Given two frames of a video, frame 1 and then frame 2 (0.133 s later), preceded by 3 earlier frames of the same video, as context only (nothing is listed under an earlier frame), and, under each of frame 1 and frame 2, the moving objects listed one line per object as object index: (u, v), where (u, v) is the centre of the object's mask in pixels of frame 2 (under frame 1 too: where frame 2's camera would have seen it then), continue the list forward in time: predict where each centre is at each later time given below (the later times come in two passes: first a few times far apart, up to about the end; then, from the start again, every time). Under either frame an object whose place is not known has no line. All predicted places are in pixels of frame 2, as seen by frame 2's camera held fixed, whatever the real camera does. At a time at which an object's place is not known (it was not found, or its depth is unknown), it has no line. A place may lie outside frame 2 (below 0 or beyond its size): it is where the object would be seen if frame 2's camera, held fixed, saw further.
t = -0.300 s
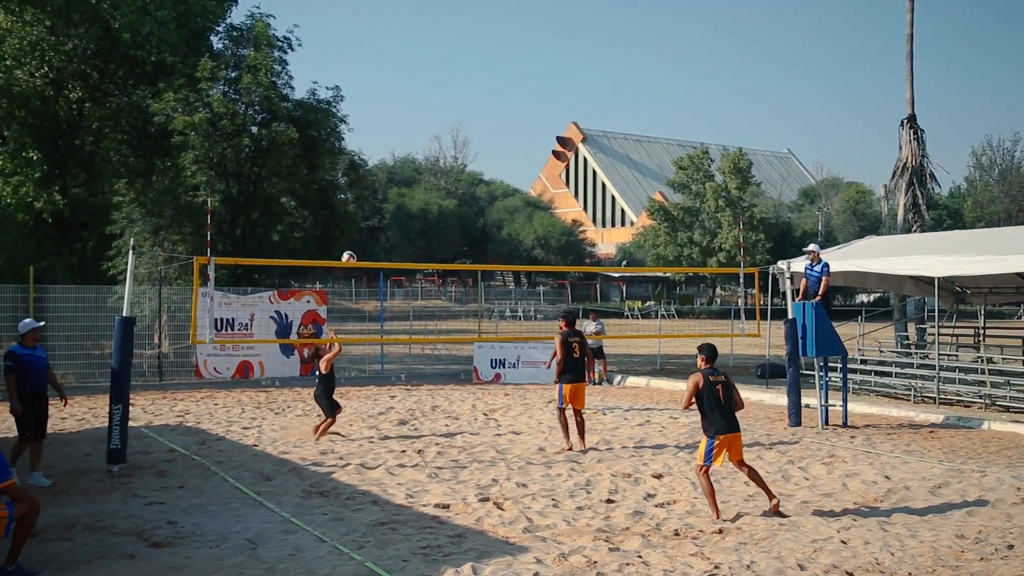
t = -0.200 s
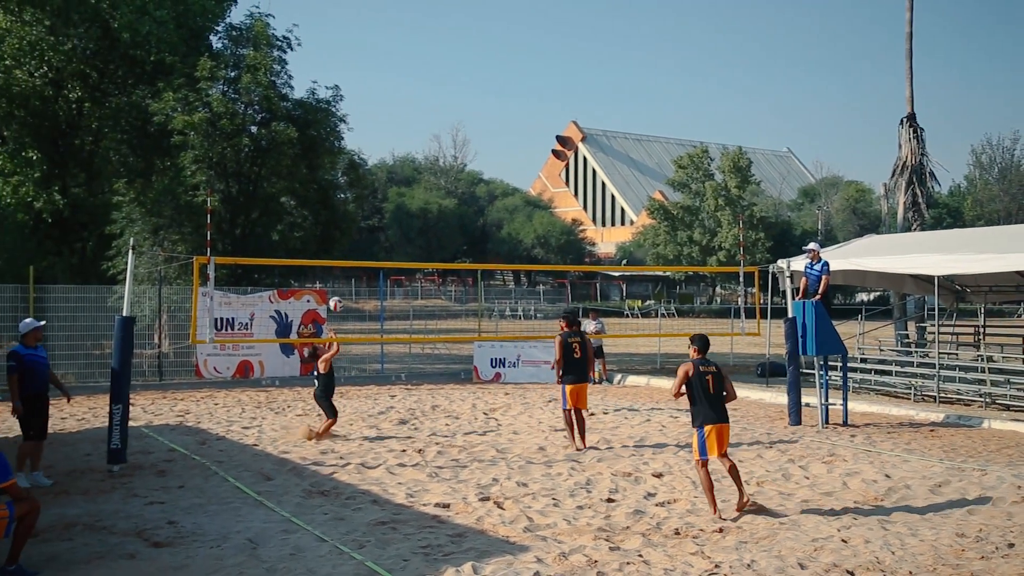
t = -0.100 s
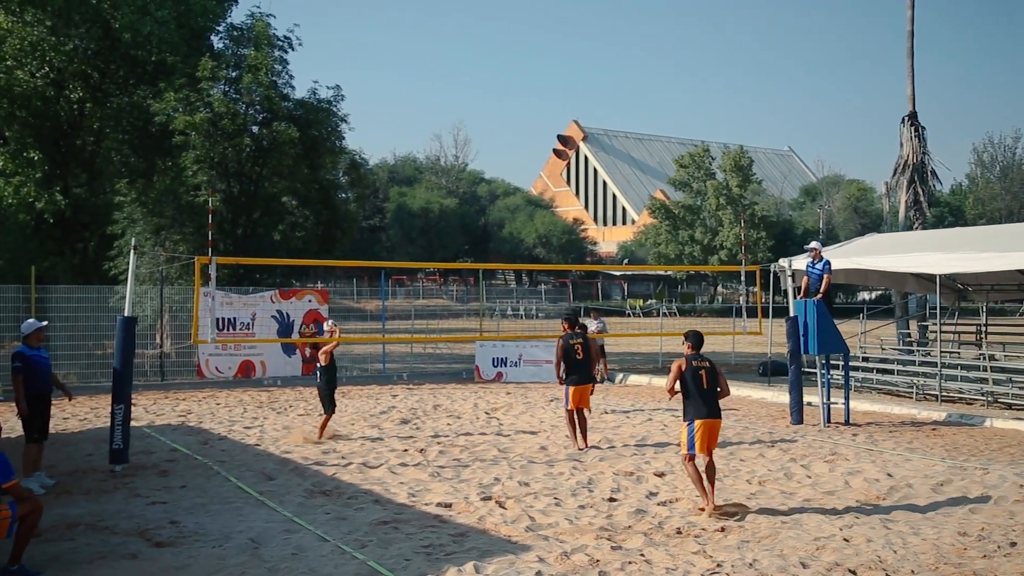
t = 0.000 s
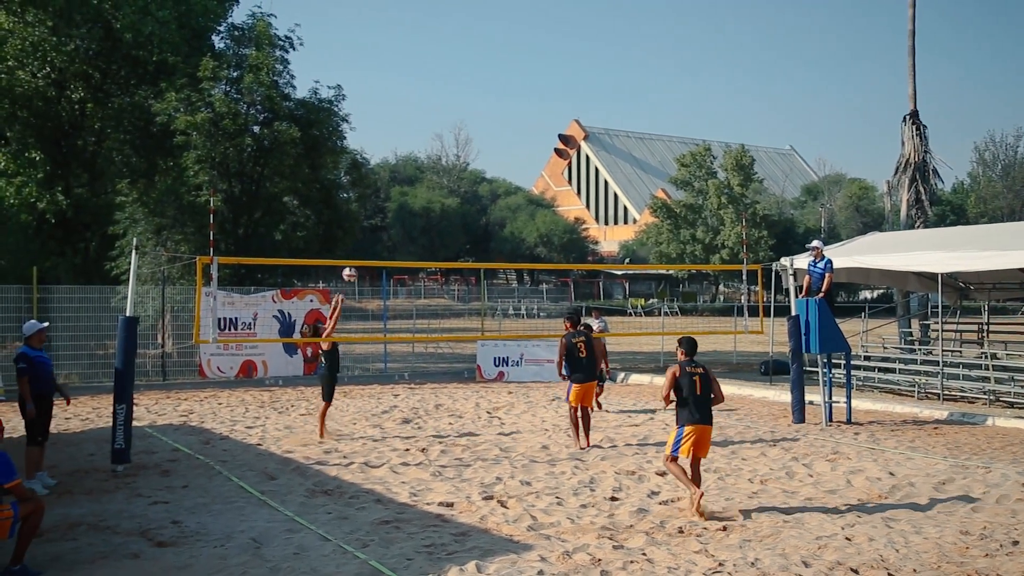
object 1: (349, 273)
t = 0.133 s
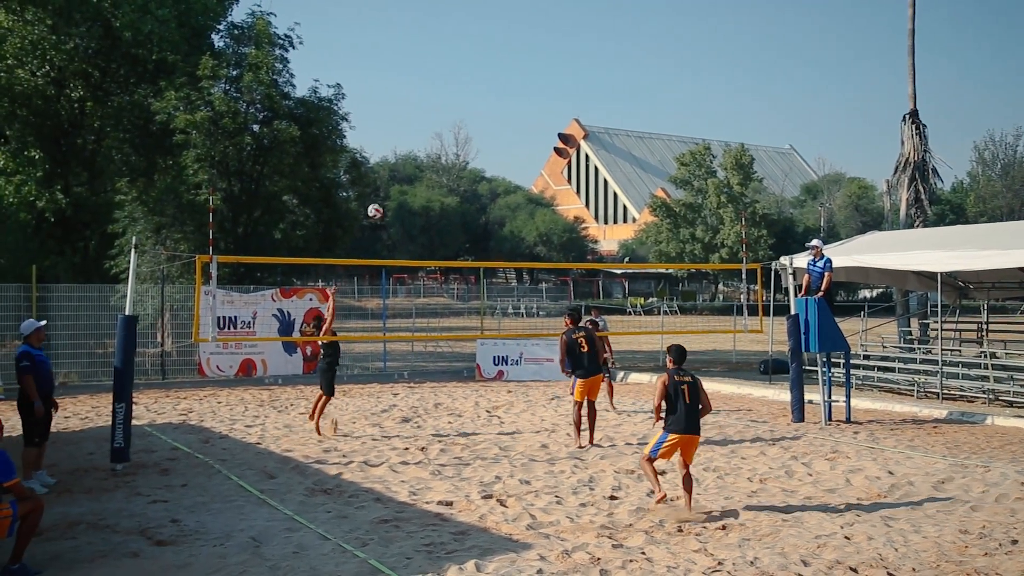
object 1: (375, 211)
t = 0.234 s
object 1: (393, 173)
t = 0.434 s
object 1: (429, 118)
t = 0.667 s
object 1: (469, 88)
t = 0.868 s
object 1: (502, 92)
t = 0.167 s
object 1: (381, 197)
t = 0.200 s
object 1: (387, 185)
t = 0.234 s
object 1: (393, 173)
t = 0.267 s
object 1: (399, 162)
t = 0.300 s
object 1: (405, 151)
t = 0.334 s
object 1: (411, 142)
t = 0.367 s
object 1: (417, 133)
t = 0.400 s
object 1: (423, 125)
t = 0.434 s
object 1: (429, 118)
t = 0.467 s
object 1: (435, 111)
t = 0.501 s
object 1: (441, 106)
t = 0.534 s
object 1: (446, 101)
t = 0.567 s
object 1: (452, 97)
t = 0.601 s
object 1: (458, 93)
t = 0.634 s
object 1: (463, 91)
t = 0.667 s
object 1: (469, 88)
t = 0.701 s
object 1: (474, 87)
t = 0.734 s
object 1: (480, 87)
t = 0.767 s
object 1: (485, 87)
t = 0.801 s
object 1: (491, 88)
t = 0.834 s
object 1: (496, 90)
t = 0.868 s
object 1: (502, 92)
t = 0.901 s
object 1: (507, 95)
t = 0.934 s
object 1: (512, 99)
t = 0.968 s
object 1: (517, 103)
